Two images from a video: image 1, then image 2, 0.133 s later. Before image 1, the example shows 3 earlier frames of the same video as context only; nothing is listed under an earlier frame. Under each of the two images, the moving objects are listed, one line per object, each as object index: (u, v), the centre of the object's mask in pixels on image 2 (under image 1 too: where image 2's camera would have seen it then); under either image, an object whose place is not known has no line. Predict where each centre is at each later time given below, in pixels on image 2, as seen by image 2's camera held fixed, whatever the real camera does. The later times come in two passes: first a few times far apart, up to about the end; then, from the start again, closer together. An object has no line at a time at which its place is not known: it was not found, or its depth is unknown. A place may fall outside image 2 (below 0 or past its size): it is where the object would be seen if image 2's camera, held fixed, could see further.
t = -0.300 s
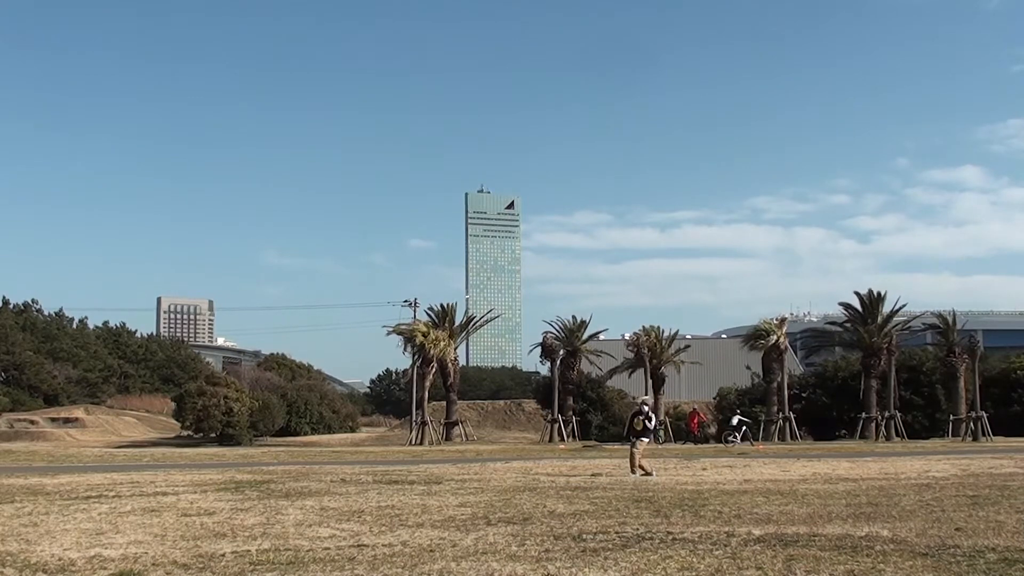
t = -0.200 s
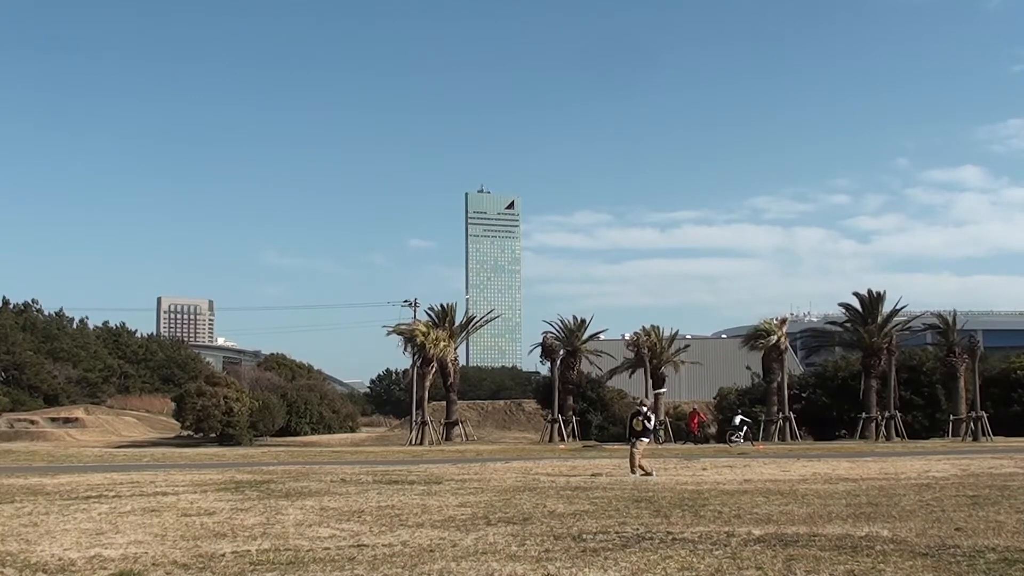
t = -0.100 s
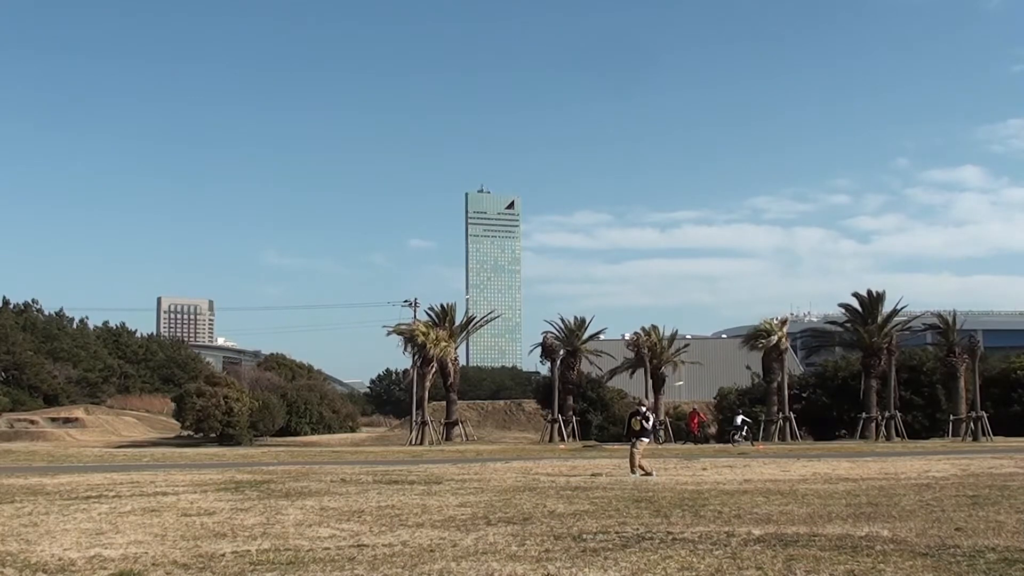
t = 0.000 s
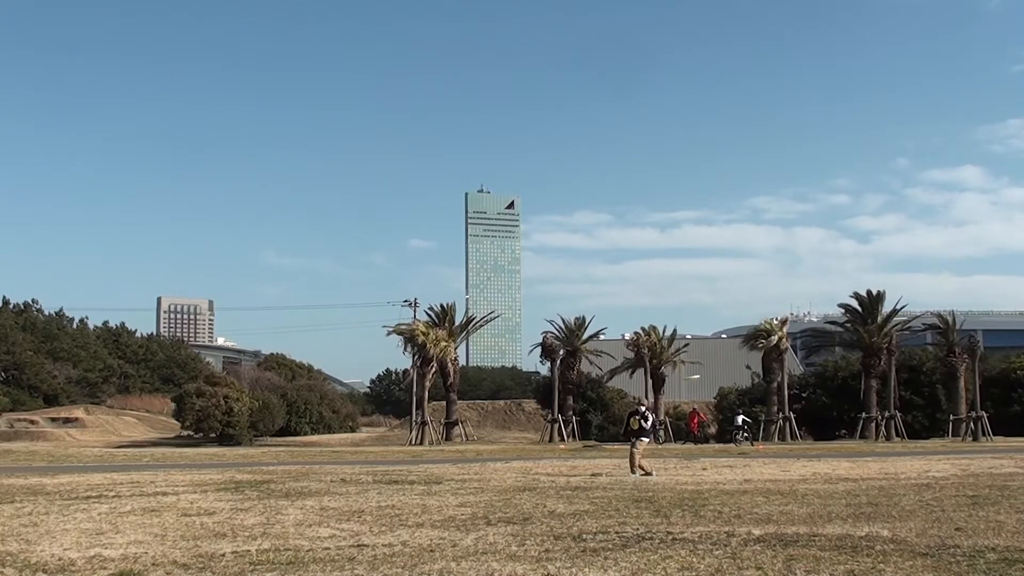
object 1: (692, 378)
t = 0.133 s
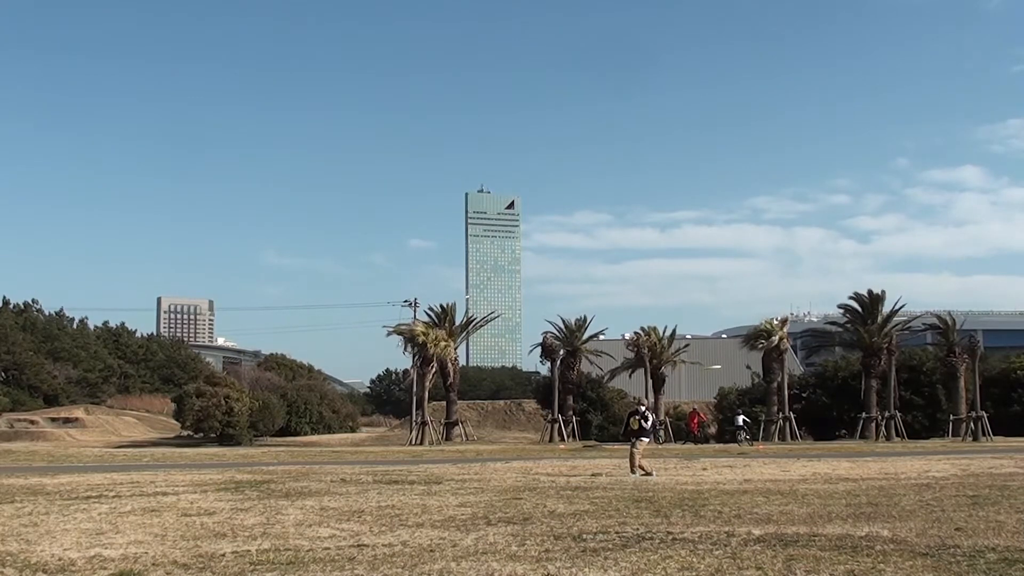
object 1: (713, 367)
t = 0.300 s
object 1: (738, 355)
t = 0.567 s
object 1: (774, 348)
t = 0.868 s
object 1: (813, 335)
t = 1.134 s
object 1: (838, 327)
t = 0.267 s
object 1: (733, 358)
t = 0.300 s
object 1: (738, 355)
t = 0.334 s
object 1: (741, 353)
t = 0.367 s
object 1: (746, 350)
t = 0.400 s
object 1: (752, 348)
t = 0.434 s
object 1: (756, 348)
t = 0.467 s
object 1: (760, 348)
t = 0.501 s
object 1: (765, 347)
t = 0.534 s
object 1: (770, 348)
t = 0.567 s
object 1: (774, 348)
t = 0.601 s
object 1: (778, 347)
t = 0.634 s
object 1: (782, 346)
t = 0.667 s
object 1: (785, 344)
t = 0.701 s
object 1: (790, 342)
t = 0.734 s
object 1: (794, 340)
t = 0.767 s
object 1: (799, 338)
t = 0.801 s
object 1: (802, 336)
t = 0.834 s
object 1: (809, 335)
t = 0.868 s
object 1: (813, 335)
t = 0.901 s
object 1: (815, 334)
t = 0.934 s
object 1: (820, 333)
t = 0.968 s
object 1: (823, 332)
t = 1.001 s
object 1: (827, 331)
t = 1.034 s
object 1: (829, 329)
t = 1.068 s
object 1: (833, 328)
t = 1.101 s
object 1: (837, 327)
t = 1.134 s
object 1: (838, 327)
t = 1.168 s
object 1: (843, 325)
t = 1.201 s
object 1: (845, 324)
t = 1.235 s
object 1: (846, 324)
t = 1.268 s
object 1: (847, 325)
